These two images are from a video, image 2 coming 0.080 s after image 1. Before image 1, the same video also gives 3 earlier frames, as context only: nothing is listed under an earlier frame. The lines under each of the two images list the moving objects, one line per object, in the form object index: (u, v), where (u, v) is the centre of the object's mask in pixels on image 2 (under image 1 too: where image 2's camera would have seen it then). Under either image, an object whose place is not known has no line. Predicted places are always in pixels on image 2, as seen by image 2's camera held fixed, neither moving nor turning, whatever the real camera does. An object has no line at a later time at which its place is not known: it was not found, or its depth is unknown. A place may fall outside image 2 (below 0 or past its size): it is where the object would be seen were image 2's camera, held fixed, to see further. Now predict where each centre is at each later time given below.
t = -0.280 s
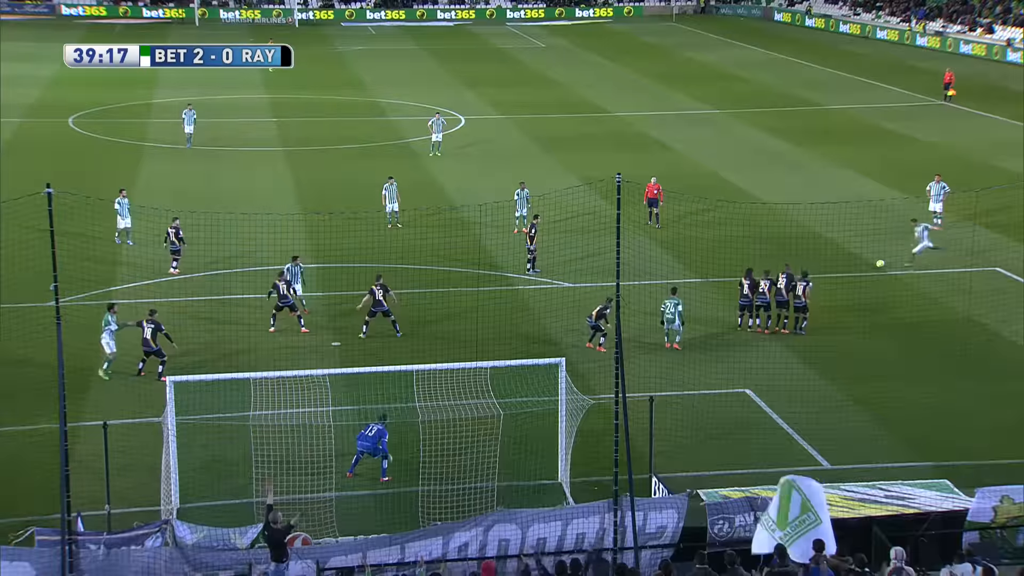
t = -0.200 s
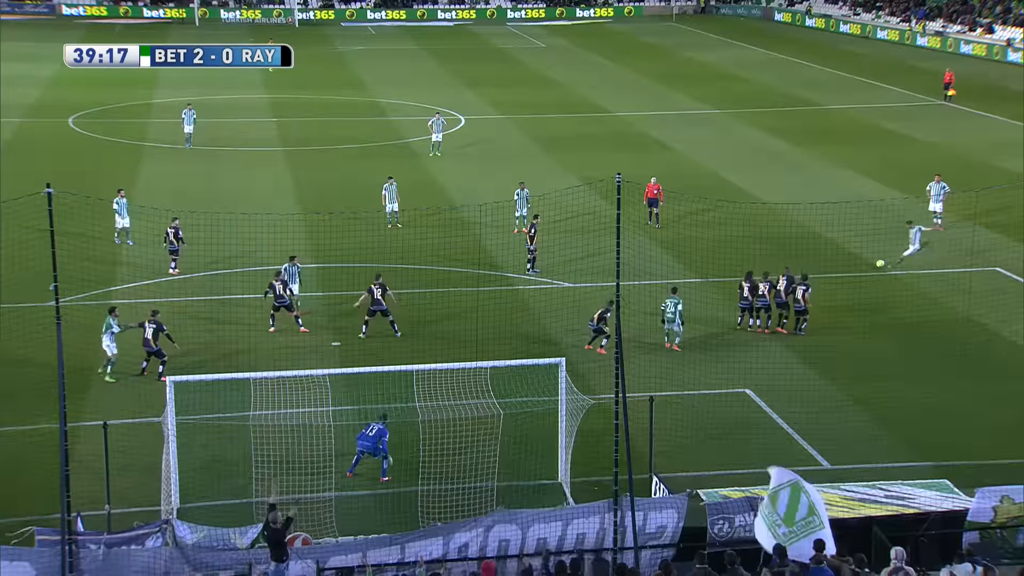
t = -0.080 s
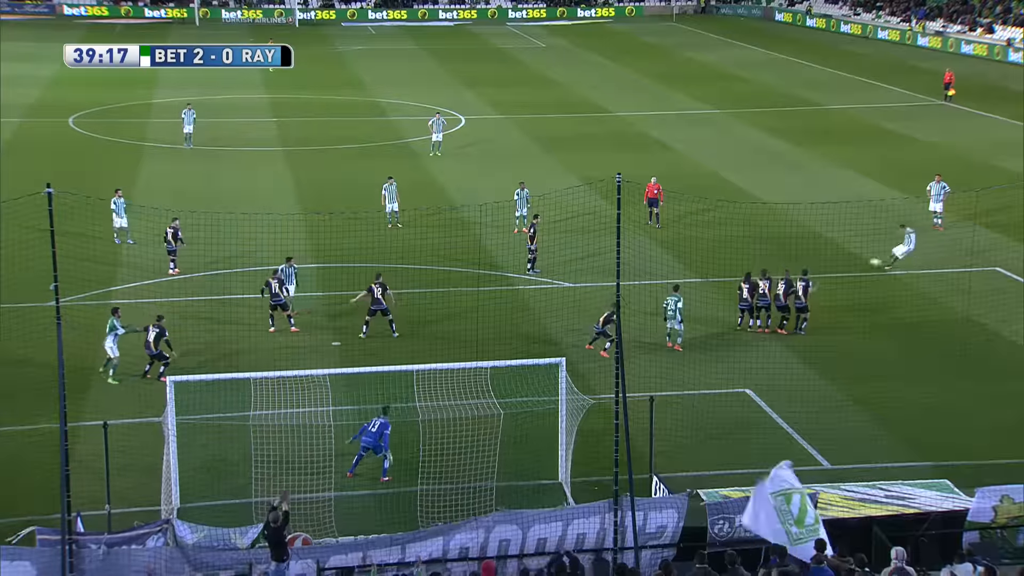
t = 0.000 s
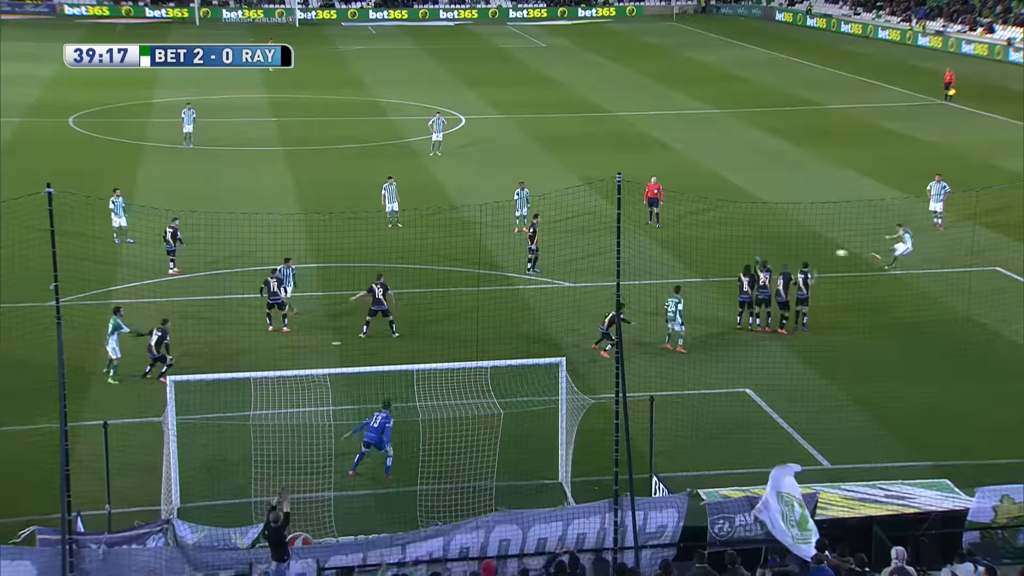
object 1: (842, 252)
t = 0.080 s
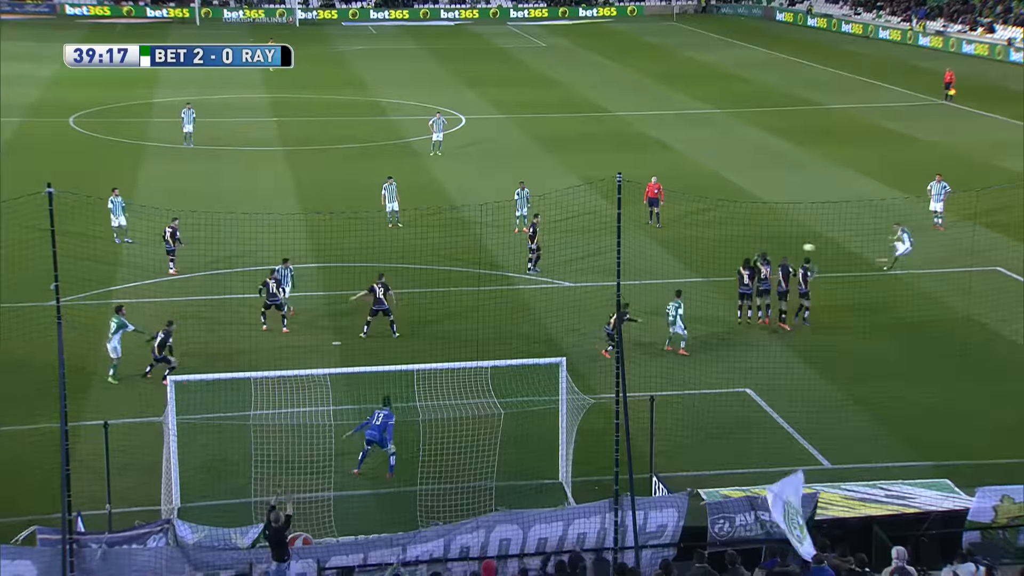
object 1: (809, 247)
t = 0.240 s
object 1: (744, 247)
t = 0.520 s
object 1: (641, 274)
